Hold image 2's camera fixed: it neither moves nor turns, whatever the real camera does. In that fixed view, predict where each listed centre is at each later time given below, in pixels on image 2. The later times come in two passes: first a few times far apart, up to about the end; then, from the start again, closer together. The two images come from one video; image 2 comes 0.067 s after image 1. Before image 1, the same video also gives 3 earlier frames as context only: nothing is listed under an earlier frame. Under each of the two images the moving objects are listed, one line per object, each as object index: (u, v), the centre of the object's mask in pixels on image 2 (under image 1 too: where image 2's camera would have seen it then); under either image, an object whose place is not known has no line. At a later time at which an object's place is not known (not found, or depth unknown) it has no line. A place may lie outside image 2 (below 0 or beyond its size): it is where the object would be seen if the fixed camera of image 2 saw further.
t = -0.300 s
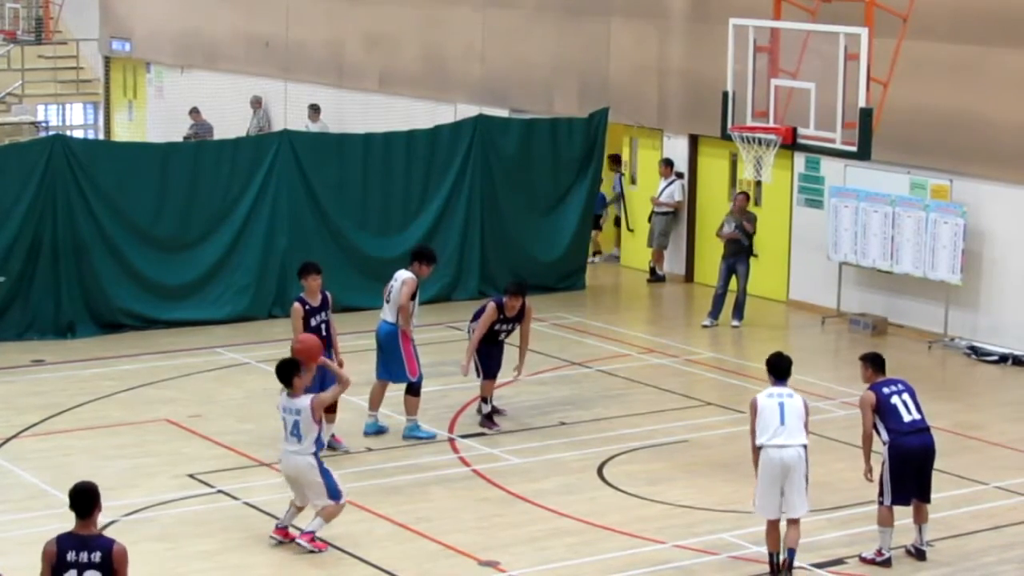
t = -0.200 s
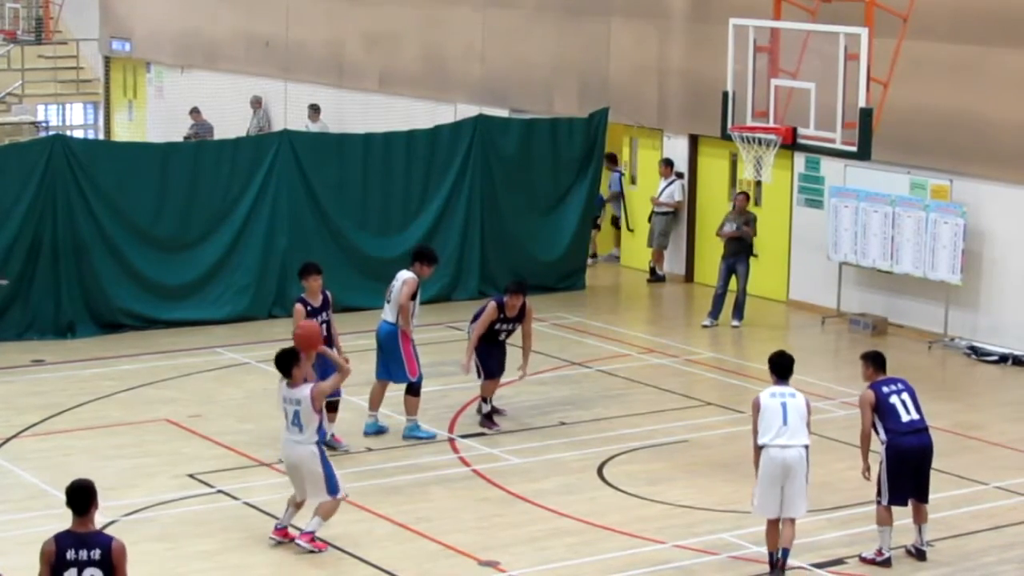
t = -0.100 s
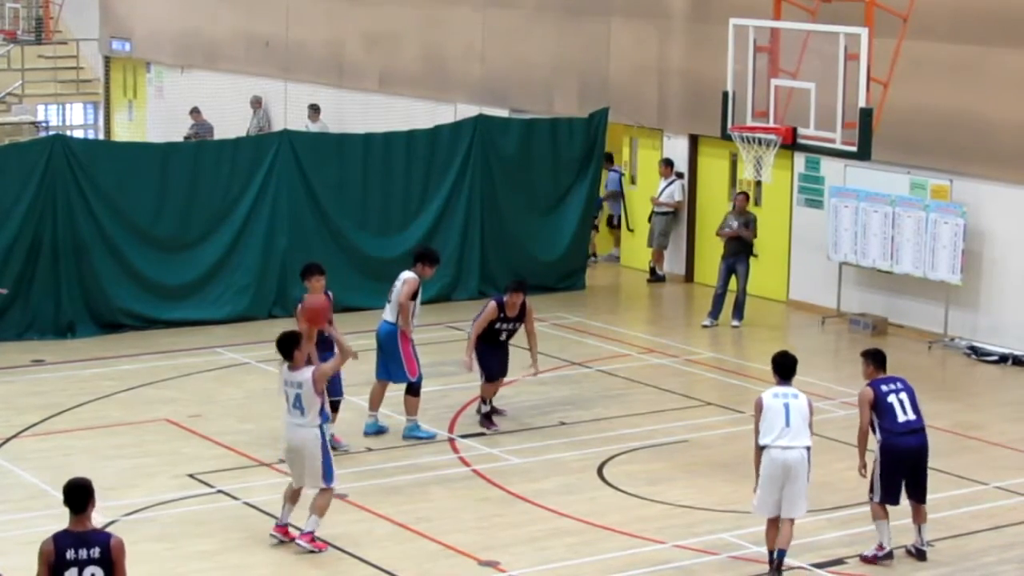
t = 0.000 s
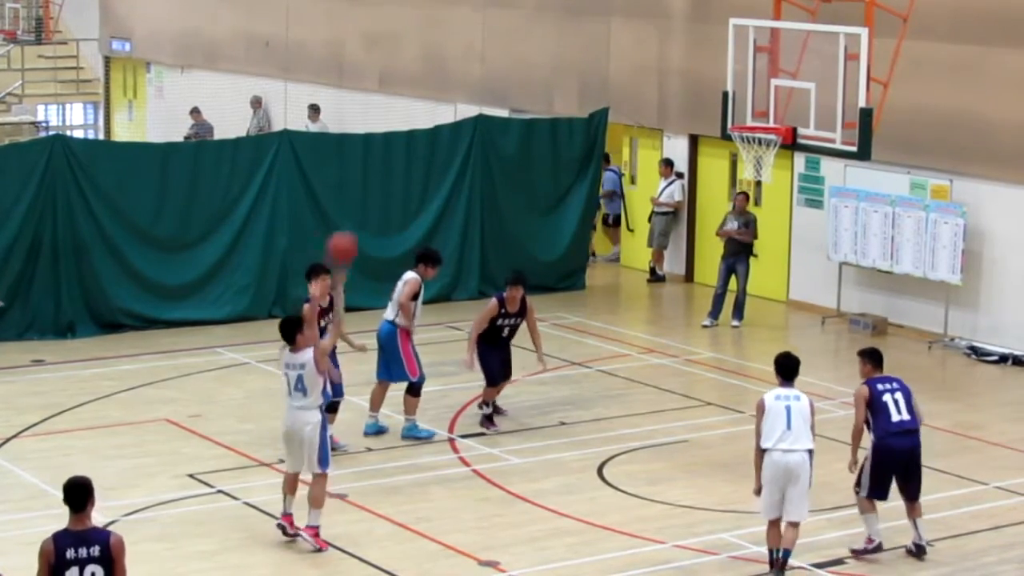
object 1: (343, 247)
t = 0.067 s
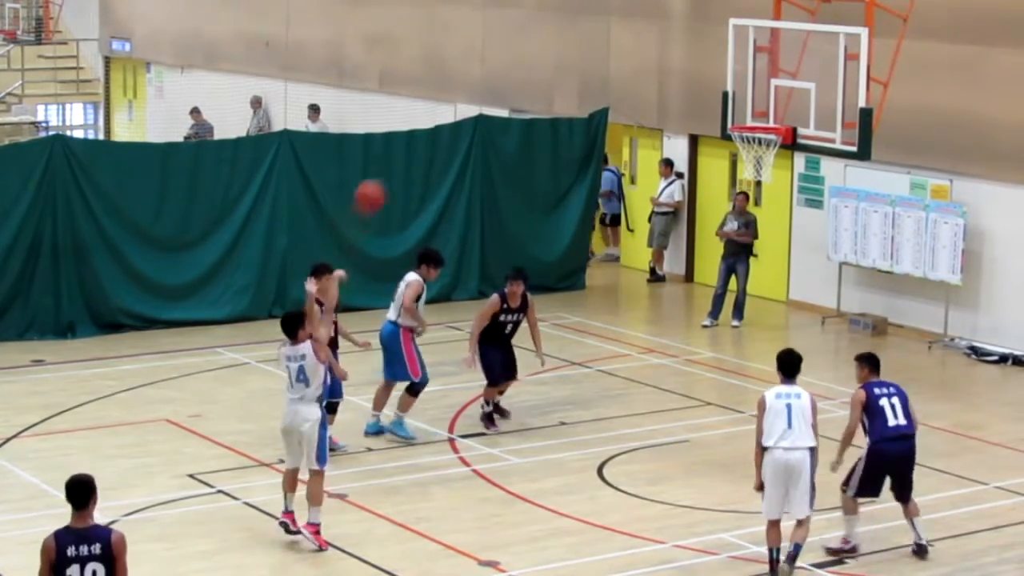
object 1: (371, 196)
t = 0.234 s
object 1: (440, 95)
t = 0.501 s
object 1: (545, 10)
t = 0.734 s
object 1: (631, 8)
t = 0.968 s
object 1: (710, 64)
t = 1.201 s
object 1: (777, 165)
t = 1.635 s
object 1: (842, 387)
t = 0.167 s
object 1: (412, 132)
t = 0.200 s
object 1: (426, 113)
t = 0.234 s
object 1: (440, 95)
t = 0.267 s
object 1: (454, 80)
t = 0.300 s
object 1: (467, 65)
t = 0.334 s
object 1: (481, 52)
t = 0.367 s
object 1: (494, 40)
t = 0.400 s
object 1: (507, 31)
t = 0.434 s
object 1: (520, 22)
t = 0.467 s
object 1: (533, 15)
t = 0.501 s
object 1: (545, 10)
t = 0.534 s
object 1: (558, 8)
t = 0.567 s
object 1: (570, 6)
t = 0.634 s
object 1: (595, 5)
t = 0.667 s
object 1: (607, 6)
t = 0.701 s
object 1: (619, 7)
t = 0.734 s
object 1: (631, 8)
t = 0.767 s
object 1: (643, 11)
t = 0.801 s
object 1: (654, 14)
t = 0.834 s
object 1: (666, 22)
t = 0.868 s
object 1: (677, 30)
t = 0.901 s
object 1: (688, 40)
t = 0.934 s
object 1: (699, 52)
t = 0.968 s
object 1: (710, 64)
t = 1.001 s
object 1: (720, 78)
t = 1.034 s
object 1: (730, 91)
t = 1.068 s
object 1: (742, 106)
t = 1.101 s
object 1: (751, 121)
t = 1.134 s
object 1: (763, 142)
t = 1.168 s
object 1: (771, 156)
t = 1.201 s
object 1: (777, 165)
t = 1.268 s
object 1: (787, 190)
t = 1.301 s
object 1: (792, 203)
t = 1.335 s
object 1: (798, 216)
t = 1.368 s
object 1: (804, 231)
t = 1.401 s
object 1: (808, 246)
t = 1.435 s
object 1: (813, 263)
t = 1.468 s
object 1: (818, 282)
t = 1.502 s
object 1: (823, 302)
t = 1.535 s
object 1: (828, 322)
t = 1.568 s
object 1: (833, 342)
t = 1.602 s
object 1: (838, 364)
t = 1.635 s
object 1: (842, 387)
